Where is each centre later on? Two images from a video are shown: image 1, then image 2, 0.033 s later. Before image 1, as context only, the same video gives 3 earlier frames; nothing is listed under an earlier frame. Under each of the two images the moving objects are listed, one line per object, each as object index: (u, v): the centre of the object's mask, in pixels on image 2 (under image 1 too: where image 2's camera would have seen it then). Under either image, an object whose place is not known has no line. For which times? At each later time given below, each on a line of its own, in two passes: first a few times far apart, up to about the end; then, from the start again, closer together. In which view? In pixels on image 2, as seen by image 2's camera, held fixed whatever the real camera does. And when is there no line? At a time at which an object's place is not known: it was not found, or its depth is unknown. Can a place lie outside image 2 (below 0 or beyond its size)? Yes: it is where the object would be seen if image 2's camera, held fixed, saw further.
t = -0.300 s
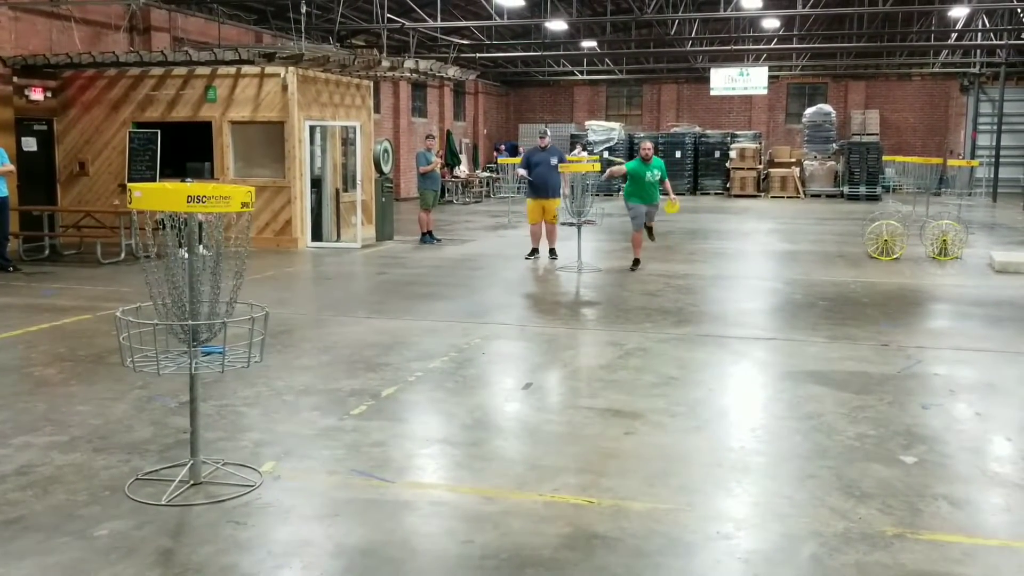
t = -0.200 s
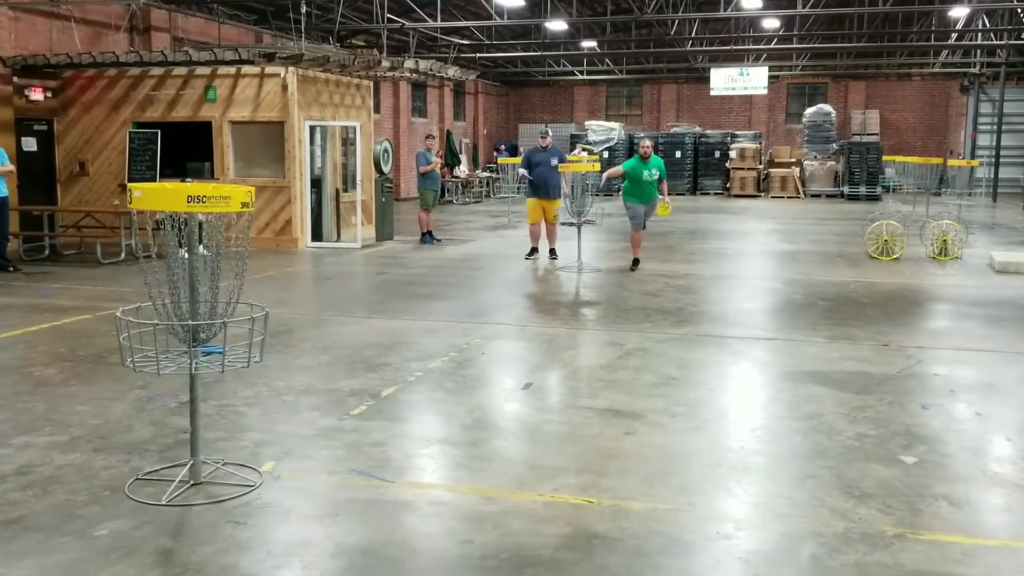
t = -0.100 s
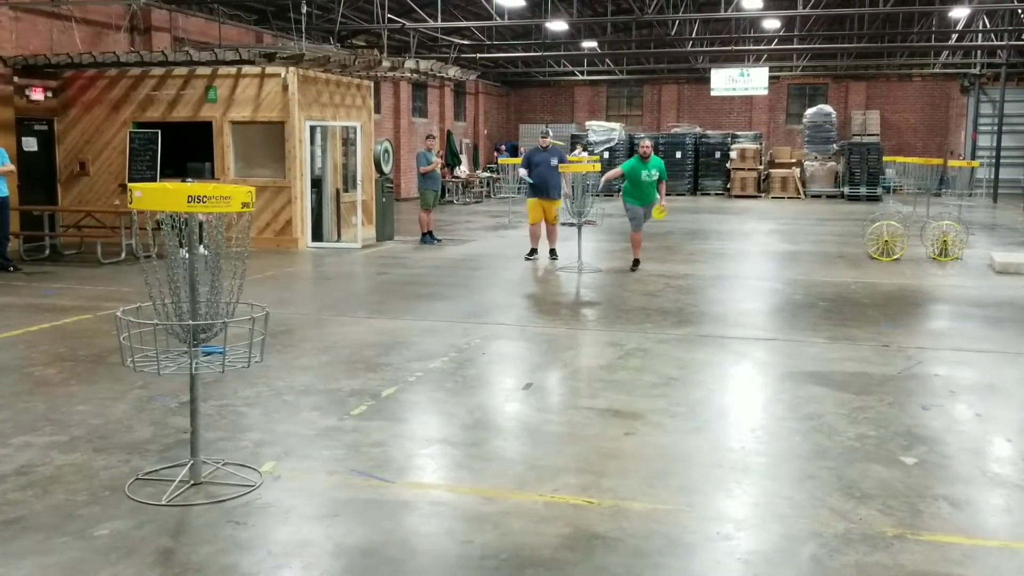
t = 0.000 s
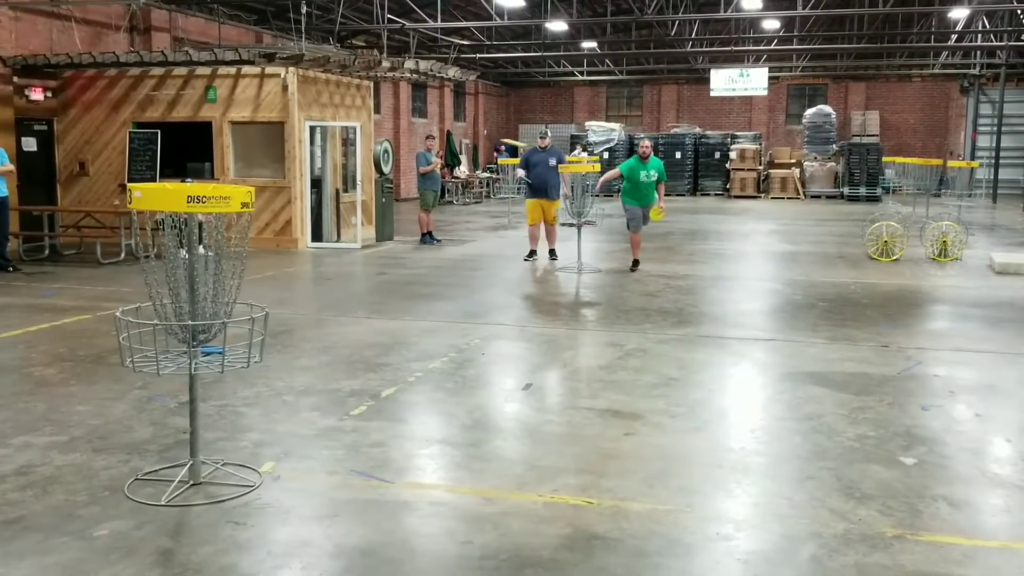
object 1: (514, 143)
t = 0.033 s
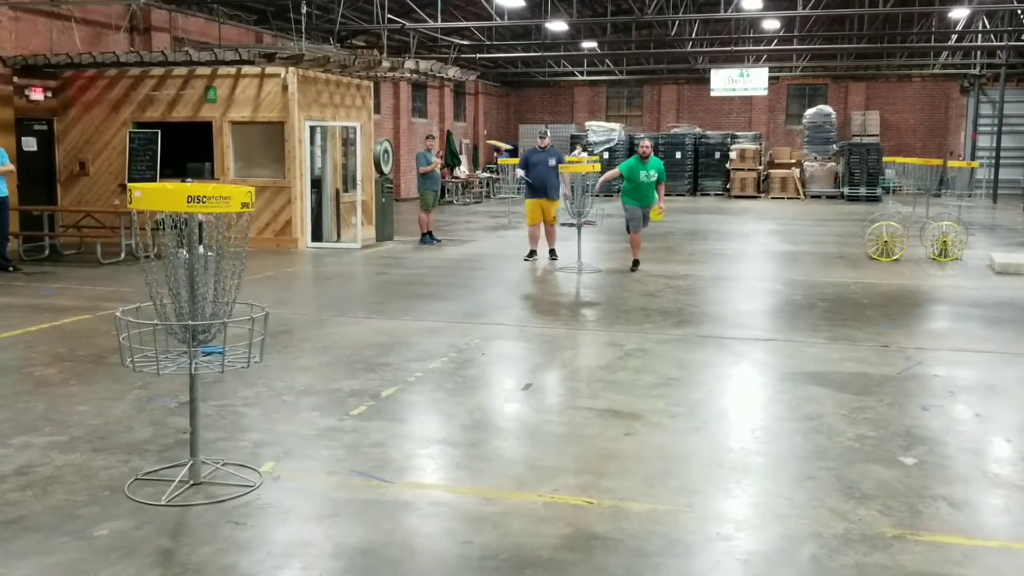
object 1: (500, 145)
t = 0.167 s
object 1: (432, 159)
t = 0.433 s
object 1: (230, 235)
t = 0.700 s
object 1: (208, 294)
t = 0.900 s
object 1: (206, 304)
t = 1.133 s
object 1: (203, 310)
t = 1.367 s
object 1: (215, 315)
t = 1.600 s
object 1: (216, 342)
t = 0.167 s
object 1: (432, 159)
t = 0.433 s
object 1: (230, 235)
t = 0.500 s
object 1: (208, 265)
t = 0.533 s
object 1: (209, 272)
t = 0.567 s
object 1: (208, 281)
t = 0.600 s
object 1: (208, 289)
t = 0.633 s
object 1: (209, 293)
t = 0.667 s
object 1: (208, 293)
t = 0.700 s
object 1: (208, 294)
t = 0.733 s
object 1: (208, 295)
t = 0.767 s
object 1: (209, 296)
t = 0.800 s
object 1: (208, 298)
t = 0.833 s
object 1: (208, 300)
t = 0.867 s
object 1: (206, 302)
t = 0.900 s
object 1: (206, 304)
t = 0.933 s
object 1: (203, 305)
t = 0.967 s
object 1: (201, 305)
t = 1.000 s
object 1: (200, 306)
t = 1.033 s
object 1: (199, 306)
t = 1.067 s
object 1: (199, 307)
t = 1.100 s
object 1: (200, 308)
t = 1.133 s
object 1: (203, 310)
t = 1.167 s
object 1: (207, 308)
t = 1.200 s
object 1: (211, 307)
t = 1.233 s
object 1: (212, 311)
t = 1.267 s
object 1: (214, 312)
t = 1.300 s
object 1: (214, 312)
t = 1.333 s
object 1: (215, 314)
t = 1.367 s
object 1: (215, 315)
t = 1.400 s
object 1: (215, 316)
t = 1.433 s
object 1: (215, 318)
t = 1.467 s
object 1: (215, 320)
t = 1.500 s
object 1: (215, 324)
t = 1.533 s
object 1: (215, 329)
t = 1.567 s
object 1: (215, 335)
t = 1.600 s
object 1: (216, 342)
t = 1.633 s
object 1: (218, 340)
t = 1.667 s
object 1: (222, 340)
